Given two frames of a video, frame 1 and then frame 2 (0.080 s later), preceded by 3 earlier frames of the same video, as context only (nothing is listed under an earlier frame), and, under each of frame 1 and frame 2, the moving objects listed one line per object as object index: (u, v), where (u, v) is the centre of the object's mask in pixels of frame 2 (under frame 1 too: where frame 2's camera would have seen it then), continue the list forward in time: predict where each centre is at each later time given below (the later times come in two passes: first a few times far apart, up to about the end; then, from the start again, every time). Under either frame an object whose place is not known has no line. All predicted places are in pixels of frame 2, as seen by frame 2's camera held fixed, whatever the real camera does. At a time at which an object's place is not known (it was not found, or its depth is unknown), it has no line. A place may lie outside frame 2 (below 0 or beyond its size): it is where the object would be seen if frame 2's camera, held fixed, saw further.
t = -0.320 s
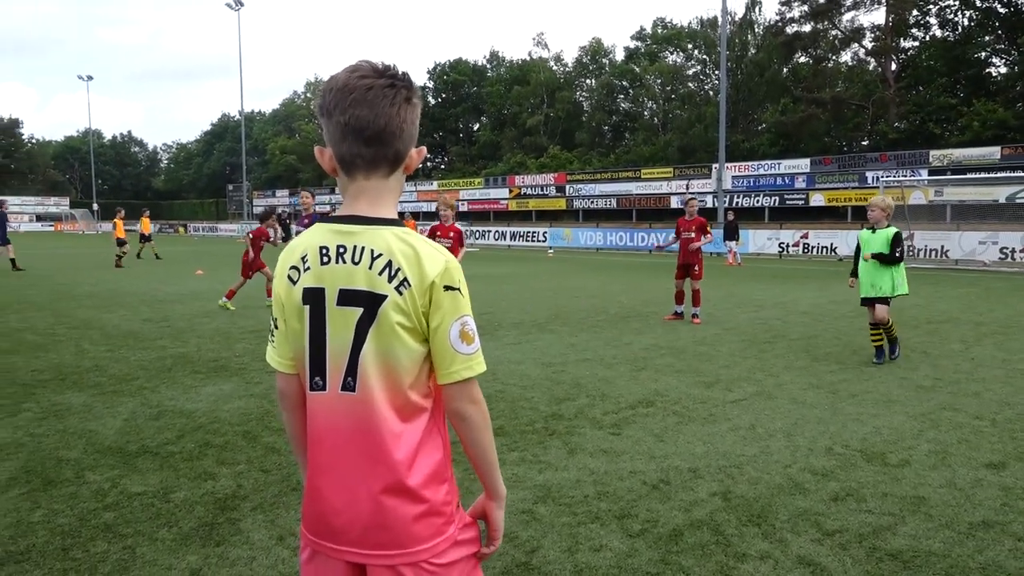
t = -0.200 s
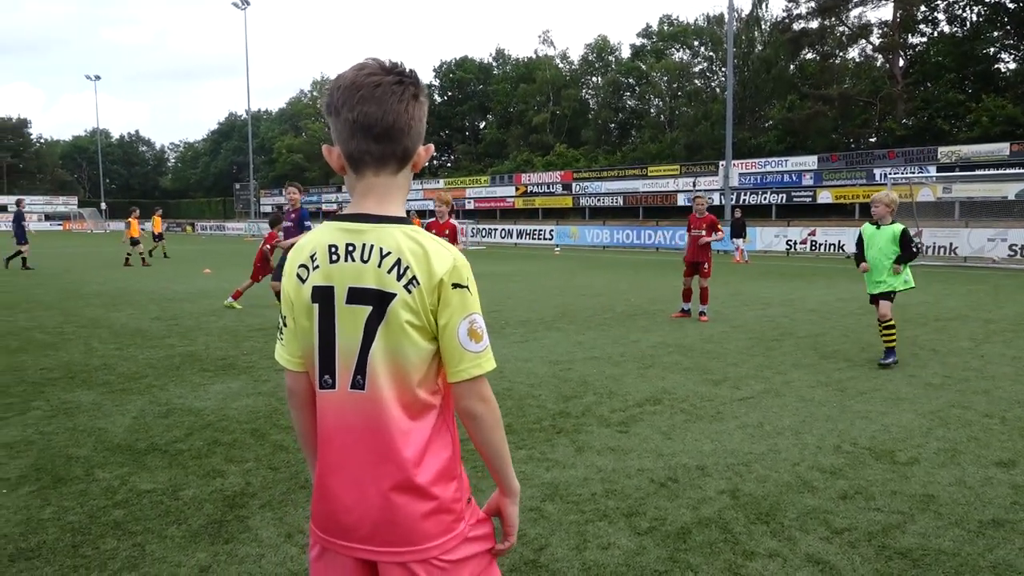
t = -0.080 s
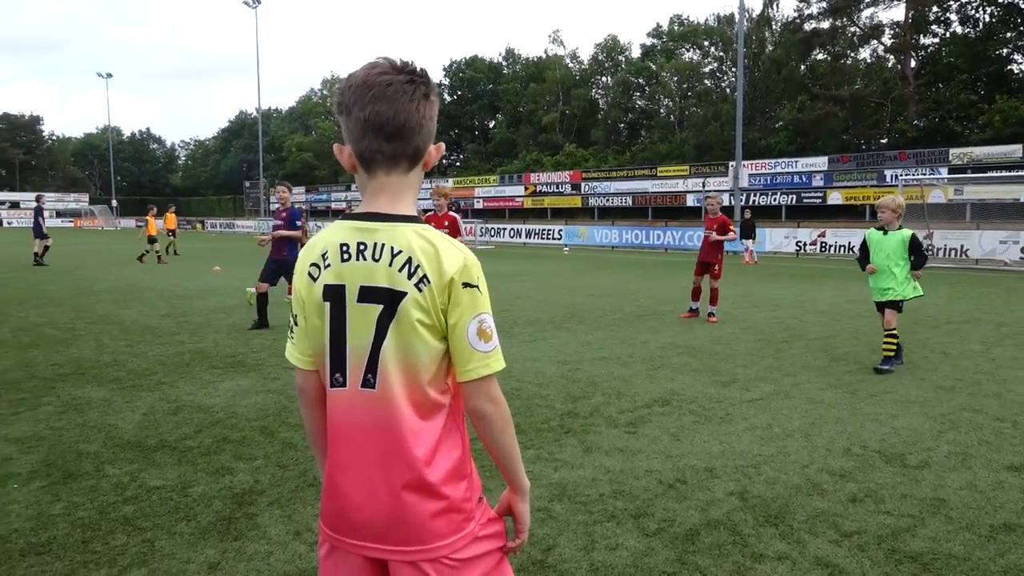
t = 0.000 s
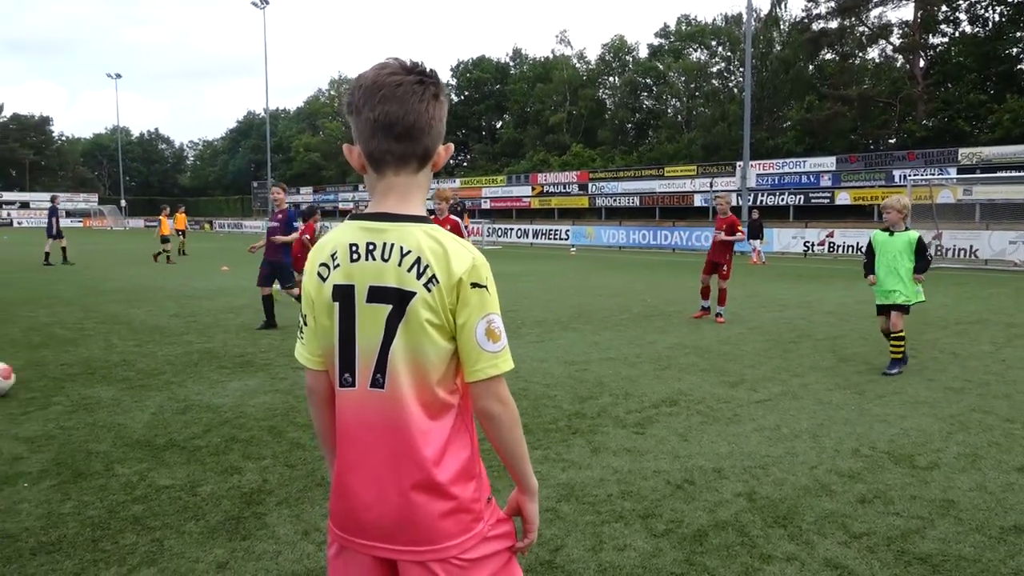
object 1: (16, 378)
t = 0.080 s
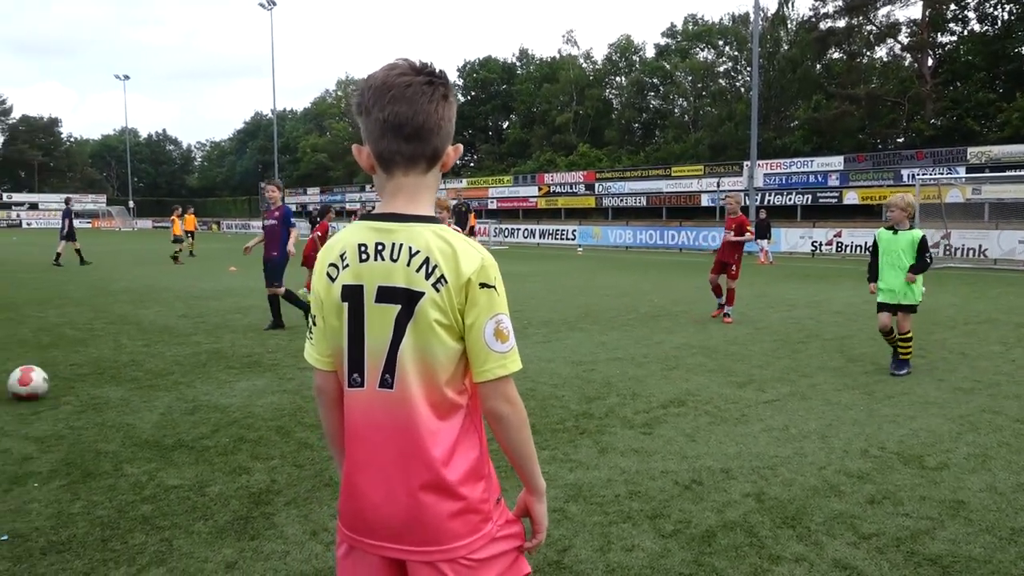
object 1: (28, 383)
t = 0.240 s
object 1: (75, 384)
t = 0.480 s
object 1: (144, 388)
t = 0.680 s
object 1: (201, 391)
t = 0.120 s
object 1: (40, 382)
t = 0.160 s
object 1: (51, 384)
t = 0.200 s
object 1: (63, 383)
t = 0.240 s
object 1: (75, 384)
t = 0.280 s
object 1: (86, 385)
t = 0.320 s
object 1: (97, 386)
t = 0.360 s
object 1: (109, 386)
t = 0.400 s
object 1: (121, 387)
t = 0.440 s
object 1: (132, 388)
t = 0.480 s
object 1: (144, 388)
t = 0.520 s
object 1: (156, 389)
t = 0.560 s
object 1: (167, 389)
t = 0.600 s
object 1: (178, 390)
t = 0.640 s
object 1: (189, 389)
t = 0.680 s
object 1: (201, 391)
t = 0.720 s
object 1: (212, 392)
